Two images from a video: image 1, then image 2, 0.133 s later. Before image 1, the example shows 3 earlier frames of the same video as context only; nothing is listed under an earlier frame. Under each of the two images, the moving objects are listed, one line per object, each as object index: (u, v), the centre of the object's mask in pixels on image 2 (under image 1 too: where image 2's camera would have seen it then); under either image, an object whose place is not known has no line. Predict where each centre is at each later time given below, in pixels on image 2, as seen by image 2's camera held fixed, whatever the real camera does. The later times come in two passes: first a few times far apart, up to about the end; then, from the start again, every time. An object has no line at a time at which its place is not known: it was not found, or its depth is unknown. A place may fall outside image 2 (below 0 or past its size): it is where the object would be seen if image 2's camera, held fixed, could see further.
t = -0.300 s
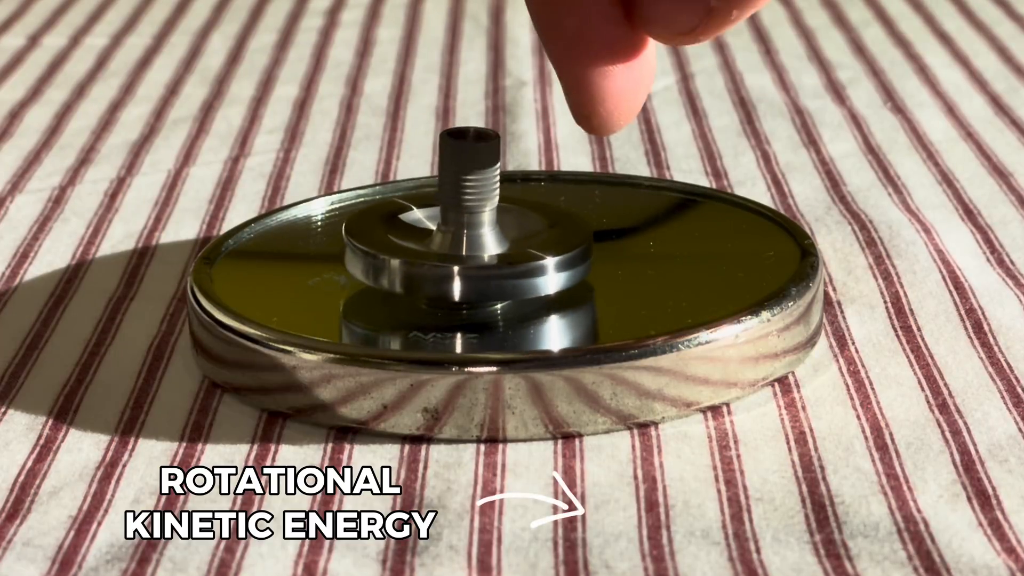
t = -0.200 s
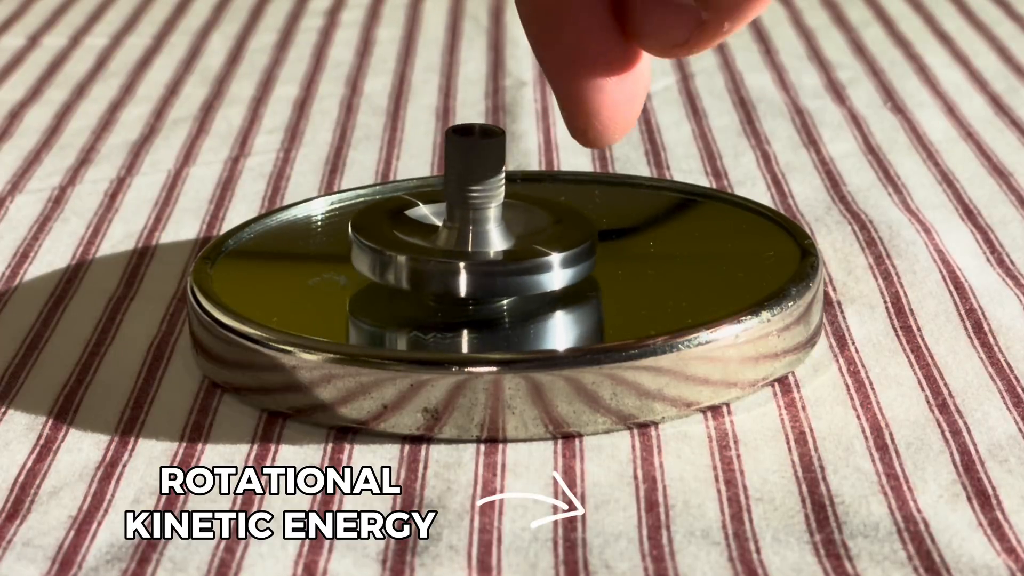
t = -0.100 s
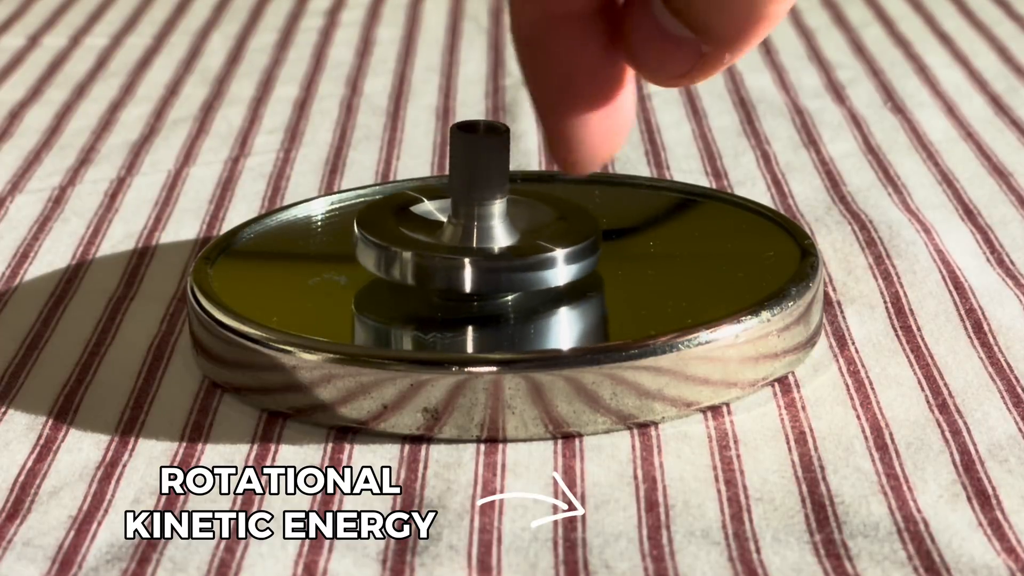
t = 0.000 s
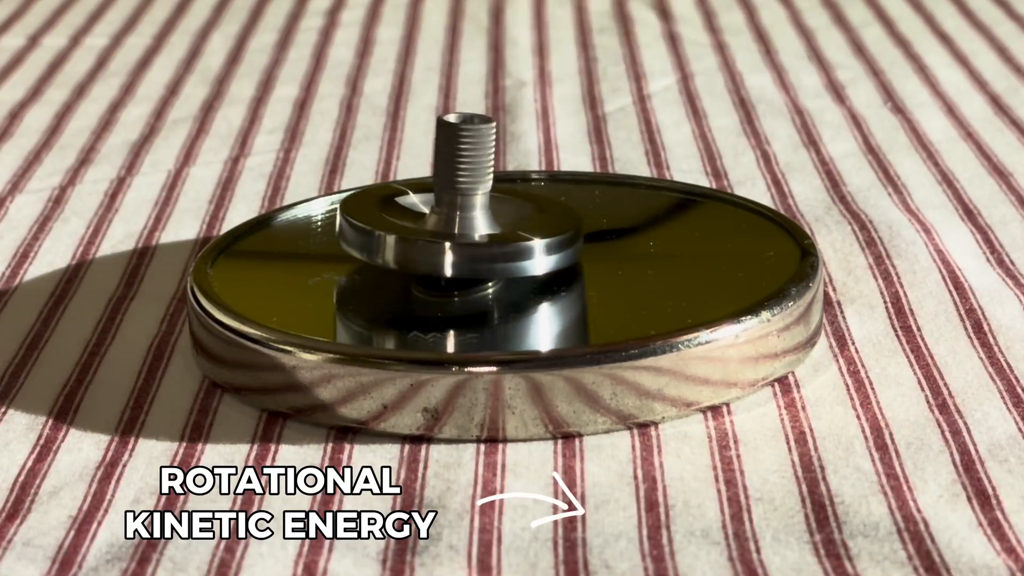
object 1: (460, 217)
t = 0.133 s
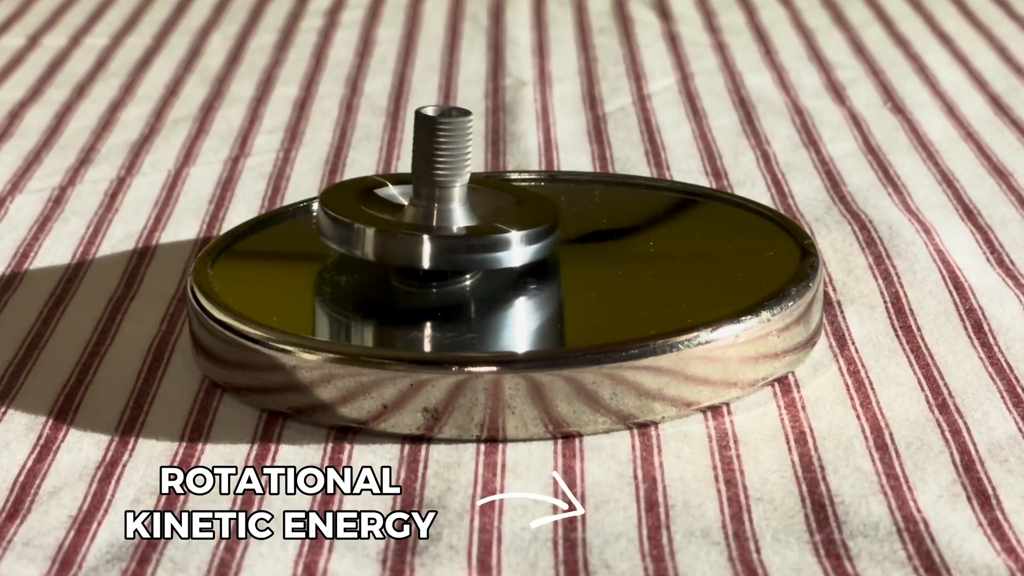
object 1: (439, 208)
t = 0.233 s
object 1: (423, 204)
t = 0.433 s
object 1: (392, 196)
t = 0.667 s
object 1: (364, 194)
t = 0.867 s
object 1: (351, 197)
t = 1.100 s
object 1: (353, 205)
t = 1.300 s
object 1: (371, 213)
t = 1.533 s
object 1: (410, 223)
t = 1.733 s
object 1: (454, 230)
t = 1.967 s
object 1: (510, 234)
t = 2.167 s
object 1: (556, 233)
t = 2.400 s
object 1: (602, 227)
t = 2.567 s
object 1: (623, 221)
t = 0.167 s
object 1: (433, 206)
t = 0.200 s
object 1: (429, 205)
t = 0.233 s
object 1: (423, 204)
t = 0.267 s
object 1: (418, 202)
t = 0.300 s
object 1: (413, 201)
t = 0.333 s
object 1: (407, 200)
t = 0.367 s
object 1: (402, 198)
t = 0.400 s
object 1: (397, 197)
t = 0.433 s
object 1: (392, 196)
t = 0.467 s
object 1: (388, 196)
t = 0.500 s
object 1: (383, 195)
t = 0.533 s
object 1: (379, 195)
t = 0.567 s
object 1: (374, 195)
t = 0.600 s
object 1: (370, 194)
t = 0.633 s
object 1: (366, 194)
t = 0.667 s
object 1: (364, 194)
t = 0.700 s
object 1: (360, 194)
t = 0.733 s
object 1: (358, 195)
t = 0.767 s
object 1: (356, 195)
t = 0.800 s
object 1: (354, 195)
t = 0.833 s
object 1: (352, 196)
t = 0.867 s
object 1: (351, 197)
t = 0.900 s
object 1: (350, 198)
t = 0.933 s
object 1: (349, 199)
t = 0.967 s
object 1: (349, 200)
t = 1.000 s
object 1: (349, 201)
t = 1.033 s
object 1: (350, 202)
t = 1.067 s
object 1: (351, 203)
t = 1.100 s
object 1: (353, 205)
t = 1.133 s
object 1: (355, 206)
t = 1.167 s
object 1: (357, 207)
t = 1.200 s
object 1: (360, 209)
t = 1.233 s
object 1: (363, 210)
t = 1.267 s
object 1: (367, 212)
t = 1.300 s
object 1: (371, 213)
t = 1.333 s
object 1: (375, 215)
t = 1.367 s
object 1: (380, 217)
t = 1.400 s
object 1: (385, 218)
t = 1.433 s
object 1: (391, 219)
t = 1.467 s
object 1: (397, 221)
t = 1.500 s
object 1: (403, 222)
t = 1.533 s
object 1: (410, 223)
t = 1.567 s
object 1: (417, 224)
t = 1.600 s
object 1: (424, 226)
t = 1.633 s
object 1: (431, 227)
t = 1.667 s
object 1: (439, 228)
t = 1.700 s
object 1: (446, 230)
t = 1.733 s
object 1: (454, 230)
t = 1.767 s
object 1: (461, 231)
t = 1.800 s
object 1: (470, 232)
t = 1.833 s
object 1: (477, 232)
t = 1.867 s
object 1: (486, 233)
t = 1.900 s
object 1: (494, 234)
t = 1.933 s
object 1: (502, 234)
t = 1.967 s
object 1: (510, 234)
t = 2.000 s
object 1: (518, 234)
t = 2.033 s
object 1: (527, 234)
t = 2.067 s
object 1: (534, 234)
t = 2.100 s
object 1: (541, 234)
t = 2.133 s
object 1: (547, 234)
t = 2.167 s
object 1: (556, 233)
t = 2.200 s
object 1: (564, 232)
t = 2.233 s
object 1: (571, 231)
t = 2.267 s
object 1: (578, 230)
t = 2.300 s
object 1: (584, 229)
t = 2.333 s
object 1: (590, 229)
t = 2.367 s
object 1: (596, 228)
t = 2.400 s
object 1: (602, 227)
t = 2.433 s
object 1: (606, 226)
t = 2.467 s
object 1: (611, 225)
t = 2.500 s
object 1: (615, 223)
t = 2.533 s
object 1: (620, 222)
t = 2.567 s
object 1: (623, 221)
